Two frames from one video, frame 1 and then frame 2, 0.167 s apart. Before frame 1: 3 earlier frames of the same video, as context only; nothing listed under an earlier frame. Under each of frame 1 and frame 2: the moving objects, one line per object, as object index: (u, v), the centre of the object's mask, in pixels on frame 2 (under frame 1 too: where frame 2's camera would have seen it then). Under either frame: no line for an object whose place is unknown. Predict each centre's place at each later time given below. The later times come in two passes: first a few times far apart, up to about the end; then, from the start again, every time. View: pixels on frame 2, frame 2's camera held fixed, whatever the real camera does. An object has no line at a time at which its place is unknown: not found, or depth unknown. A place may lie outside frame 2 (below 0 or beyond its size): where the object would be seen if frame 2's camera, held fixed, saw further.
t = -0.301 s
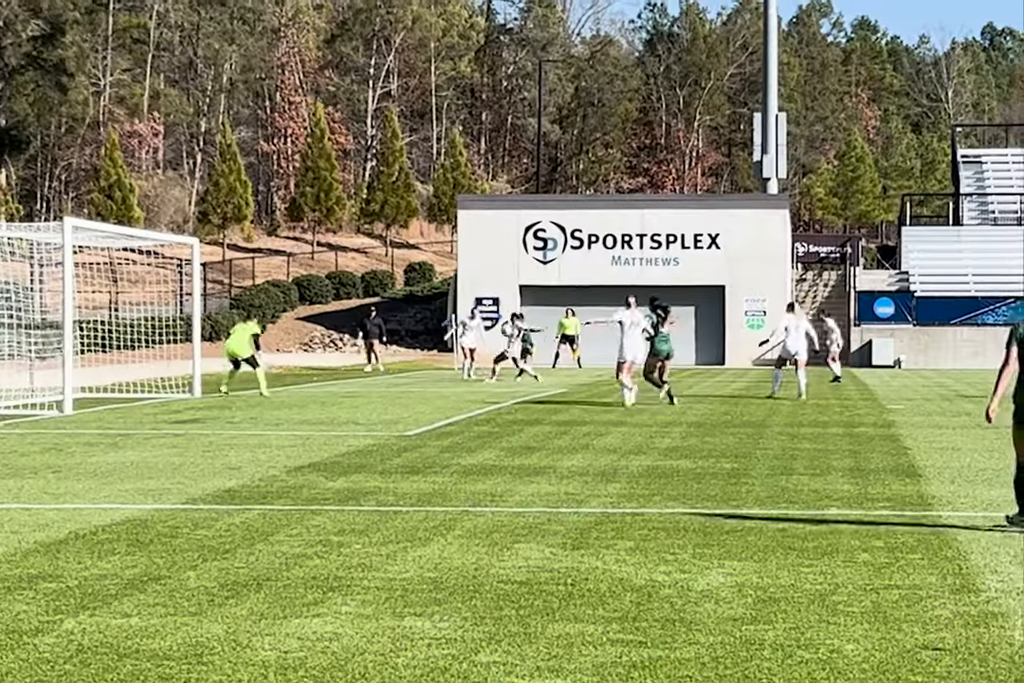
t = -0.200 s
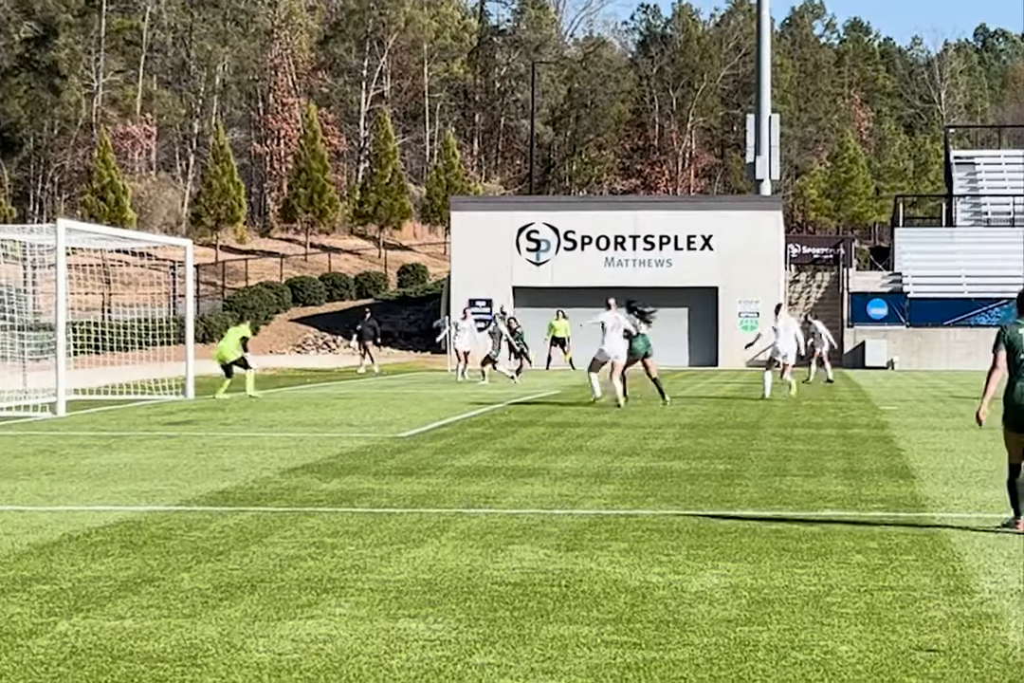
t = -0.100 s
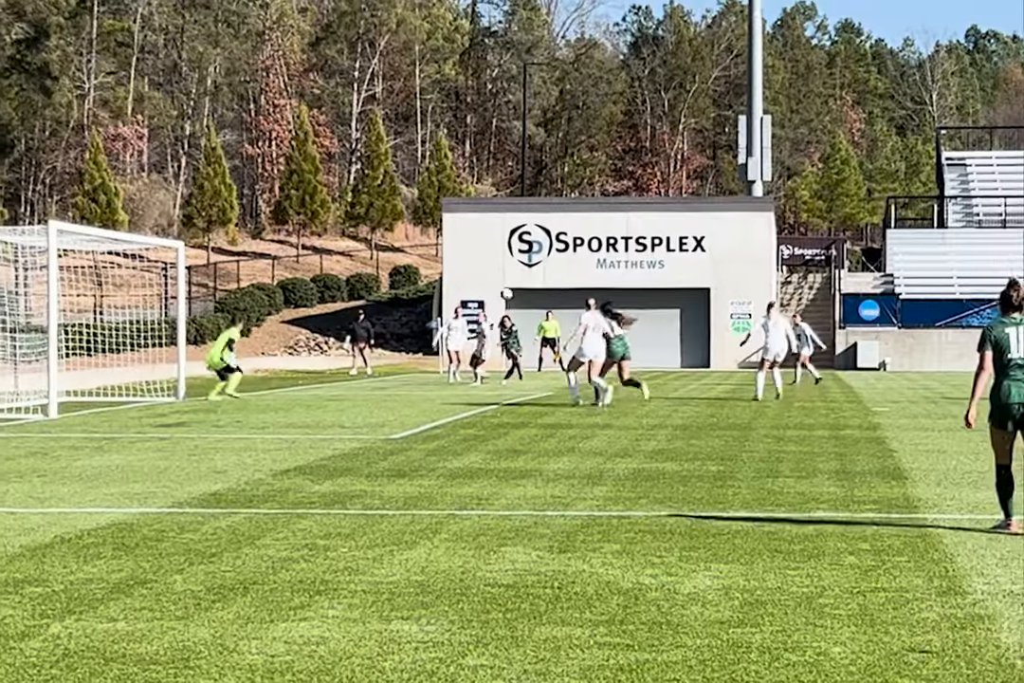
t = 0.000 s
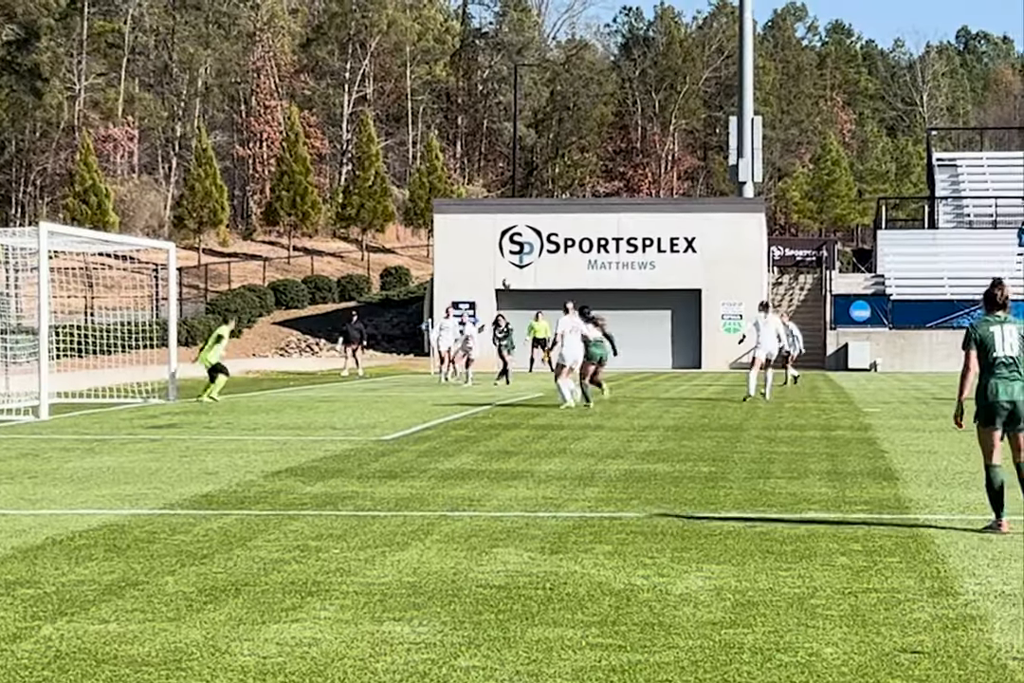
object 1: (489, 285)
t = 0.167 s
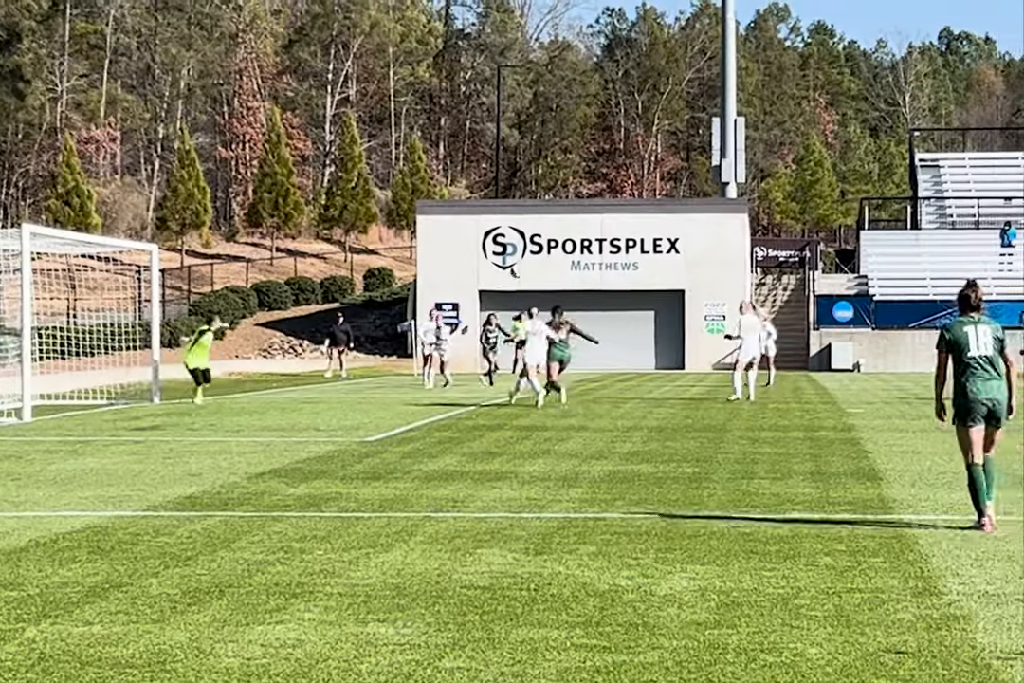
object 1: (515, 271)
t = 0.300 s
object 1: (540, 272)
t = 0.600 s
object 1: (614, 318)
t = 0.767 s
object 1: (664, 370)
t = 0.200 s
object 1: (520, 271)
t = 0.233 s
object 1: (526, 272)
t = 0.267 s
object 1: (534, 271)
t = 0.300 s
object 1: (540, 272)
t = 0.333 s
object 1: (546, 276)
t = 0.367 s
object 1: (554, 279)
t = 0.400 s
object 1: (563, 282)
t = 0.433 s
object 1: (570, 286)
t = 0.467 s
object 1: (579, 292)
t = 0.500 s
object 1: (588, 296)
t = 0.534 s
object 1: (596, 303)
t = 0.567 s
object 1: (604, 310)
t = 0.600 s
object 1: (614, 318)
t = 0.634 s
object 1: (623, 326)
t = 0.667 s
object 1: (632, 337)
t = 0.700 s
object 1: (643, 347)
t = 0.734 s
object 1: (654, 358)
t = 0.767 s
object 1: (664, 370)
